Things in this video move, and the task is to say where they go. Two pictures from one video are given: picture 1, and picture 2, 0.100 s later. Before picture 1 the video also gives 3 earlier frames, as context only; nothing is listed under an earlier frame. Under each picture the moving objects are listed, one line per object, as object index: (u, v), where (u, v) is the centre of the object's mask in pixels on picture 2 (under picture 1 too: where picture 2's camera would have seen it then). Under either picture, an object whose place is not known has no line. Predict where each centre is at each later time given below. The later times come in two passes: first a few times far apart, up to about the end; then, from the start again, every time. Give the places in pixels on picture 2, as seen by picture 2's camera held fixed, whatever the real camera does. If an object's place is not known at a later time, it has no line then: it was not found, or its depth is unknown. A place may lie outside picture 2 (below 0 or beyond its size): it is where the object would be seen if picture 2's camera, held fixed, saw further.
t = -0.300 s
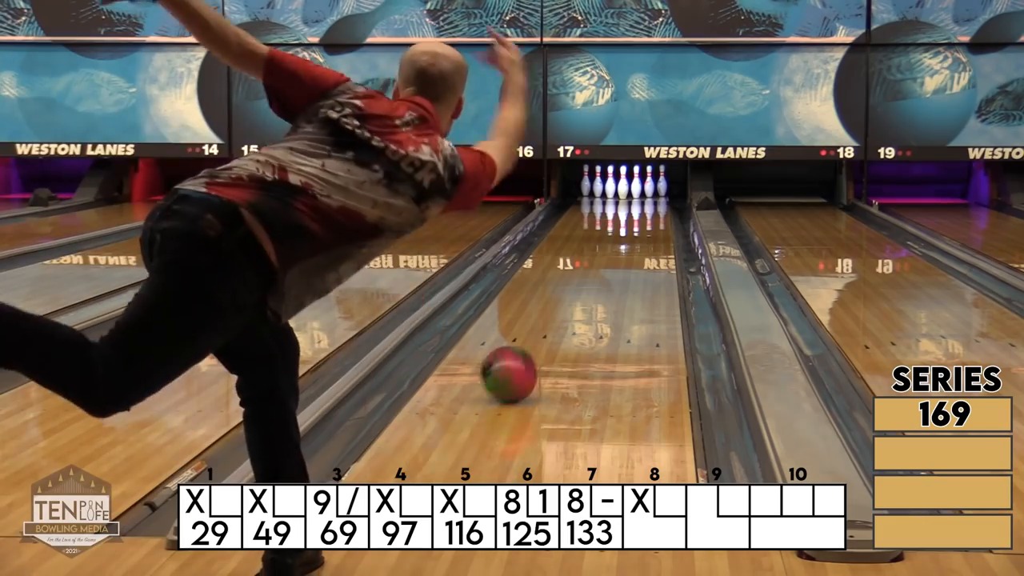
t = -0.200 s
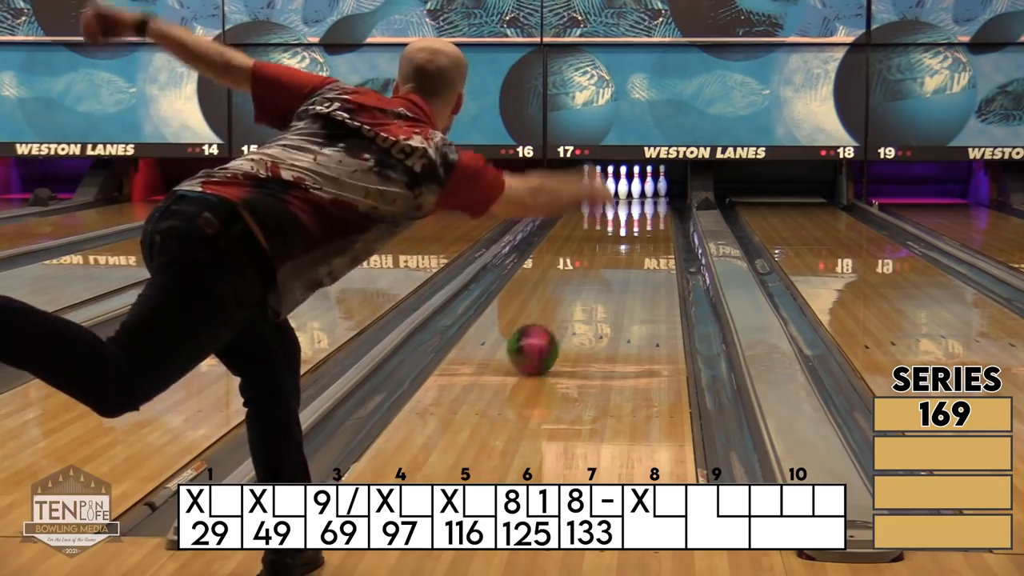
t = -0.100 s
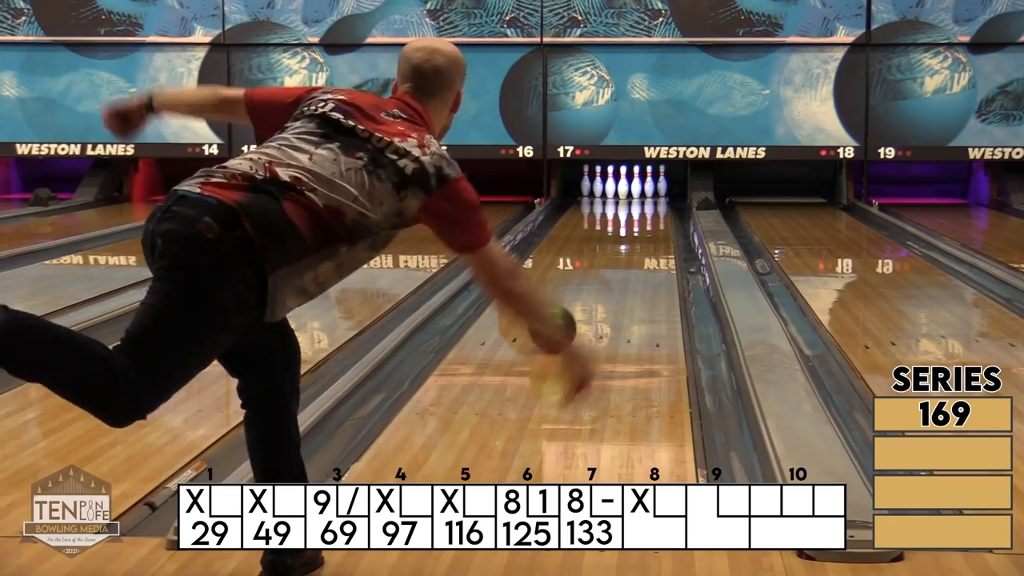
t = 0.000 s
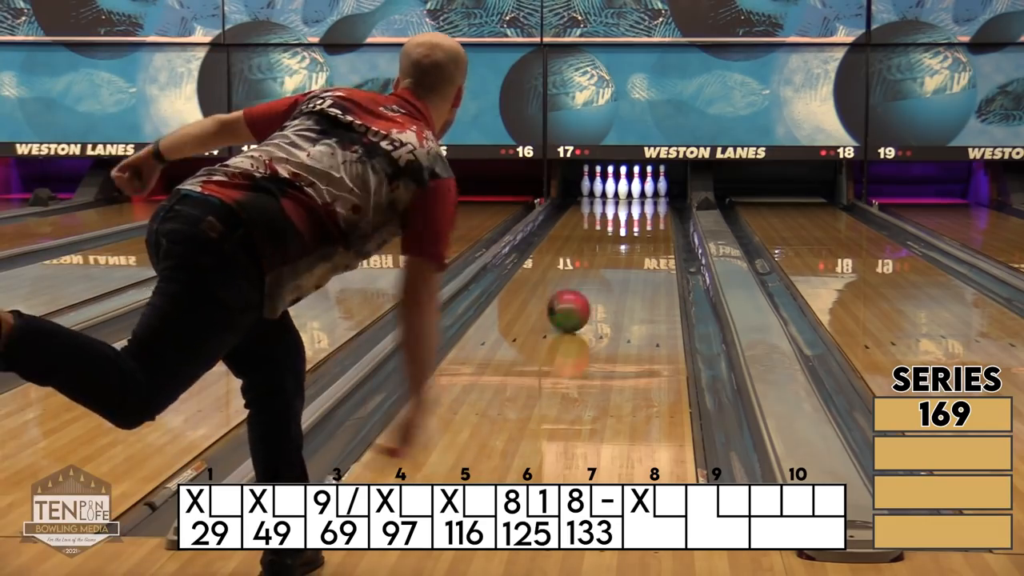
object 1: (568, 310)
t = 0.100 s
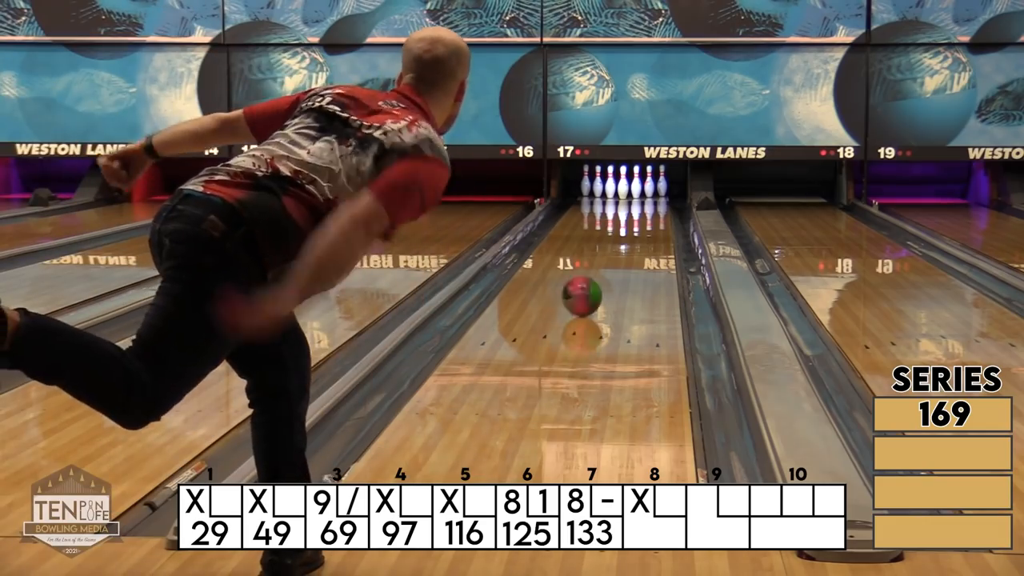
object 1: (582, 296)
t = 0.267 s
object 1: (599, 274)
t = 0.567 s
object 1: (622, 247)
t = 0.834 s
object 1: (634, 228)
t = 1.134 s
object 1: (643, 213)
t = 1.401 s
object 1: (647, 203)
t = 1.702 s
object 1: (640, 193)
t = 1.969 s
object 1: (636, 186)
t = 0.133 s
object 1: (586, 291)
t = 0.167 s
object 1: (589, 286)
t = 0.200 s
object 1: (593, 282)
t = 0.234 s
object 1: (596, 278)
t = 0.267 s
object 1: (599, 274)
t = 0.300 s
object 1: (602, 270)
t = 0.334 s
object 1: (605, 267)
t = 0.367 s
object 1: (608, 264)
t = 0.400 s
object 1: (610, 260)
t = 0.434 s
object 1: (612, 257)
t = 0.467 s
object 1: (616, 255)
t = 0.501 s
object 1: (618, 252)
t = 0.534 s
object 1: (619, 249)
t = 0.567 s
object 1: (622, 247)
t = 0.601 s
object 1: (624, 244)
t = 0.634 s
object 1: (625, 242)
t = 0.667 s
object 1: (627, 239)
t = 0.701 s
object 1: (628, 237)
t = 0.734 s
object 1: (630, 235)
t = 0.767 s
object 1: (631, 233)
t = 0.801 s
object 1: (633, 230)
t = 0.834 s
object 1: (634, 228)
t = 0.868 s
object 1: (636, 226)
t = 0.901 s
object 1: (637, 225)
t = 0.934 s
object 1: (637, 223)
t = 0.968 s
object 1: (638, 222)
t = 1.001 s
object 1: (639, 220)
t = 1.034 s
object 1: (641, 218)
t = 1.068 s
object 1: (641, 216)
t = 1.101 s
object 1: (642, 215)
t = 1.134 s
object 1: (643, 213)
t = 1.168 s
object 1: (644, 212)
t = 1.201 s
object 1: (645, 210)
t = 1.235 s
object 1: (646, 209)
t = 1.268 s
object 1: (646, 208)
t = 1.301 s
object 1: (646, 207)
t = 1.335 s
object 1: (647, 205)
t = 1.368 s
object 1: (647, 204)
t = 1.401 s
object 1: (647, 203)
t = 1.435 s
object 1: (647, 202)
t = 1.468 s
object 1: (646, 201)
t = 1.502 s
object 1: (646, 200)
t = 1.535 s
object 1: (645, 198)
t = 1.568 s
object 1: (644, 197)
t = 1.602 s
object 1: (643, 196)
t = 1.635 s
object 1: (642, 195)
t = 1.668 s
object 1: (641, 194)
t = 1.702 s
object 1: (640, 193)
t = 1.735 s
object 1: (638, 192)
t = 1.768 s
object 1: (636, 191)
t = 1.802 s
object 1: (636, 191)
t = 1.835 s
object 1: (637, 190)
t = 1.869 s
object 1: (637, 188)
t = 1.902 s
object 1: (639, 188)
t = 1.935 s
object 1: (638, 186)
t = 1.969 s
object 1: (636, 186)
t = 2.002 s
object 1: (635, 185)
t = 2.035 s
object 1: (636, 188)
